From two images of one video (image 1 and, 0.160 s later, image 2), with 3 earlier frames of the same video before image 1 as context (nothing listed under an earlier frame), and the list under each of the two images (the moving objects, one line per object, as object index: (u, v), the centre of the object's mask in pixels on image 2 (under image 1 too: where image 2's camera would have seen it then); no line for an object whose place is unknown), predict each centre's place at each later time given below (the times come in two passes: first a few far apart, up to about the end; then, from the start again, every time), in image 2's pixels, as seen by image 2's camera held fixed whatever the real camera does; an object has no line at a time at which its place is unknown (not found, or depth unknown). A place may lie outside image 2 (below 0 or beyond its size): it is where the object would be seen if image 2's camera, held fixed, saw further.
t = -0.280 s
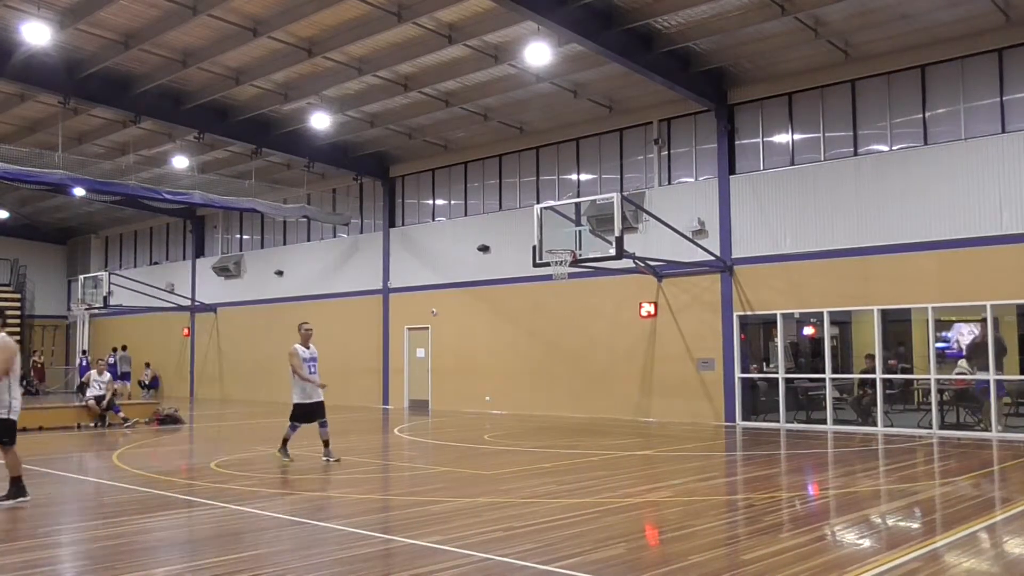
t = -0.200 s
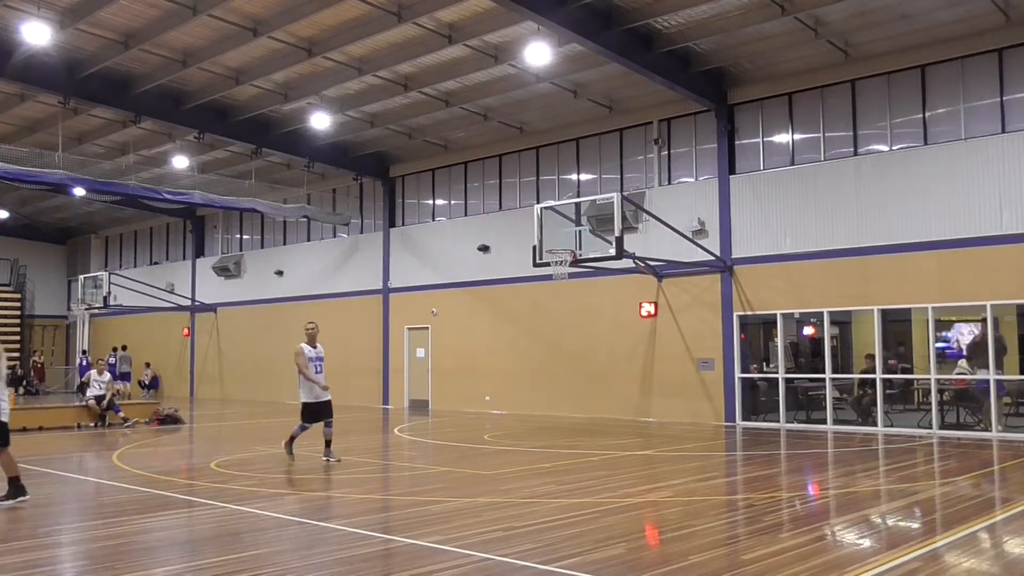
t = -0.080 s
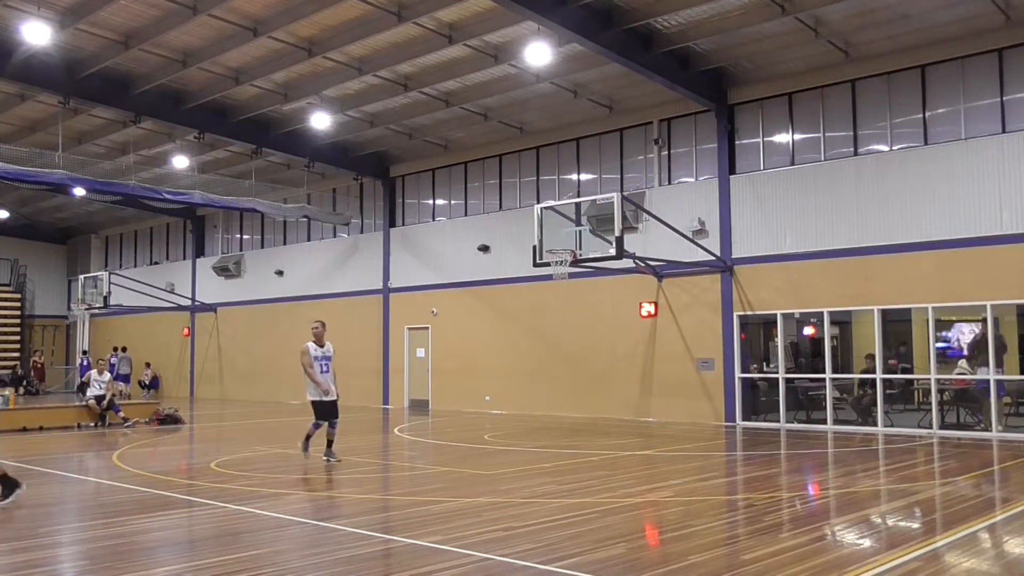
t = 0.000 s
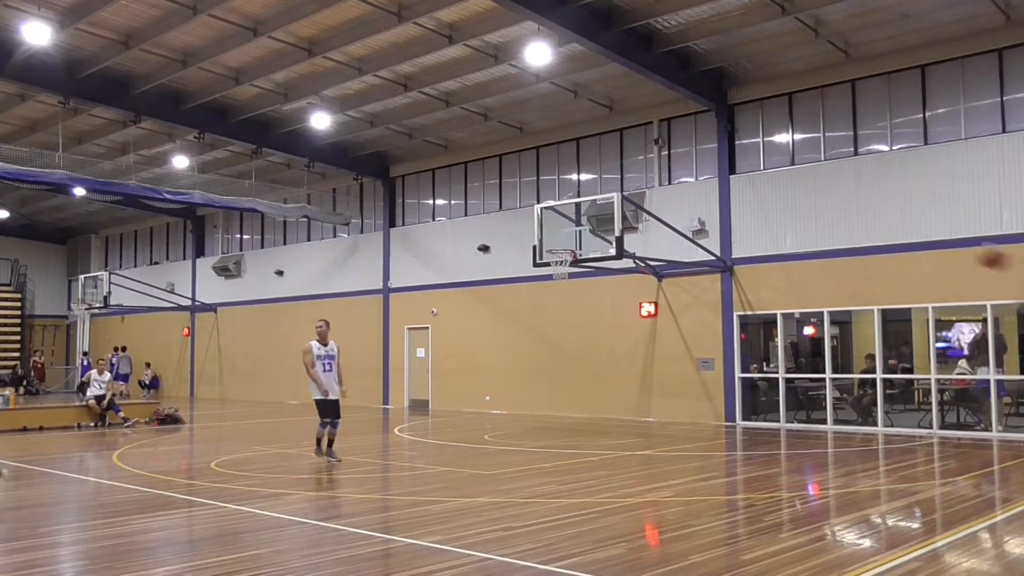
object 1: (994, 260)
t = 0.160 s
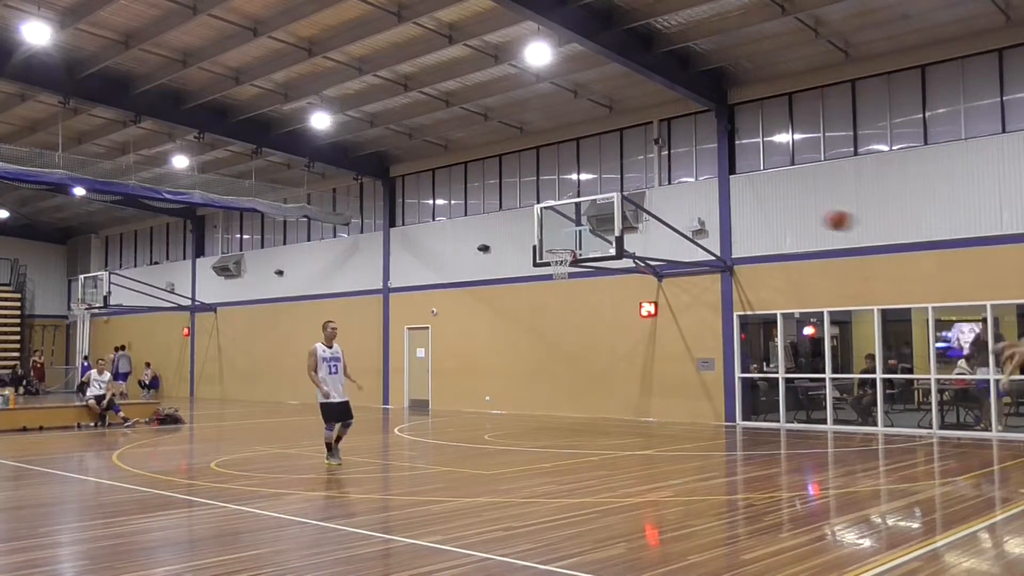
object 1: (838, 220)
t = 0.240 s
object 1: (768, 213)
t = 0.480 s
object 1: (585, 225)
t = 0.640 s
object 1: (482, 260)
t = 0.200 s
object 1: (803, 216)
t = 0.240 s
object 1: (768, 213)
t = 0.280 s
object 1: (735, 211)
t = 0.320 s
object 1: (703, 211)
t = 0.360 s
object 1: (672, 212)
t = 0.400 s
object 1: (639, 215)
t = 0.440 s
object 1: (609, 219)
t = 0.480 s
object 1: (585, 225)
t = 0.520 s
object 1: (556, 233)
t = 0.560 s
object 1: (528, 242)
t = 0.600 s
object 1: (503, 251)
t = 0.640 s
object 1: (482, 260)
